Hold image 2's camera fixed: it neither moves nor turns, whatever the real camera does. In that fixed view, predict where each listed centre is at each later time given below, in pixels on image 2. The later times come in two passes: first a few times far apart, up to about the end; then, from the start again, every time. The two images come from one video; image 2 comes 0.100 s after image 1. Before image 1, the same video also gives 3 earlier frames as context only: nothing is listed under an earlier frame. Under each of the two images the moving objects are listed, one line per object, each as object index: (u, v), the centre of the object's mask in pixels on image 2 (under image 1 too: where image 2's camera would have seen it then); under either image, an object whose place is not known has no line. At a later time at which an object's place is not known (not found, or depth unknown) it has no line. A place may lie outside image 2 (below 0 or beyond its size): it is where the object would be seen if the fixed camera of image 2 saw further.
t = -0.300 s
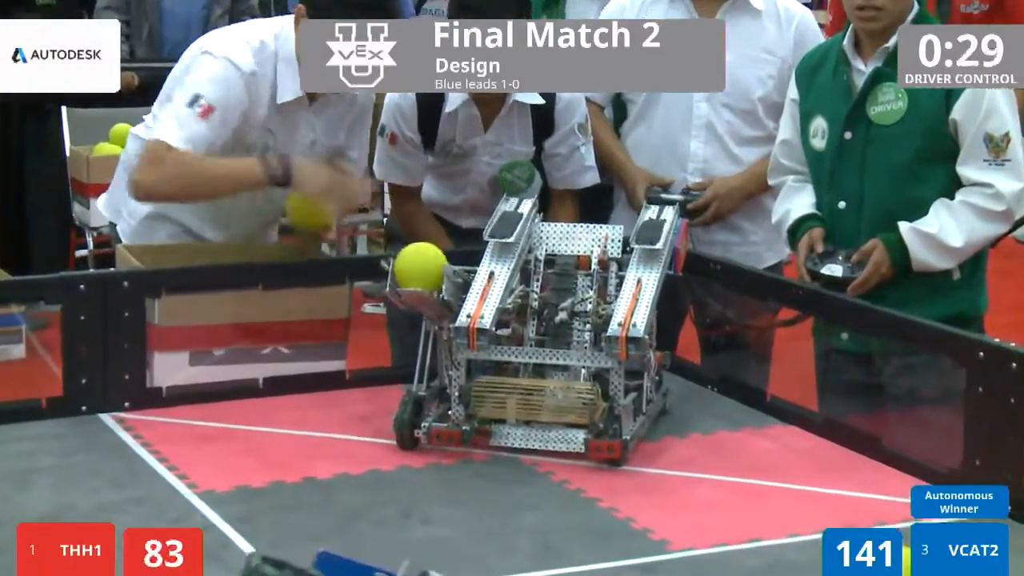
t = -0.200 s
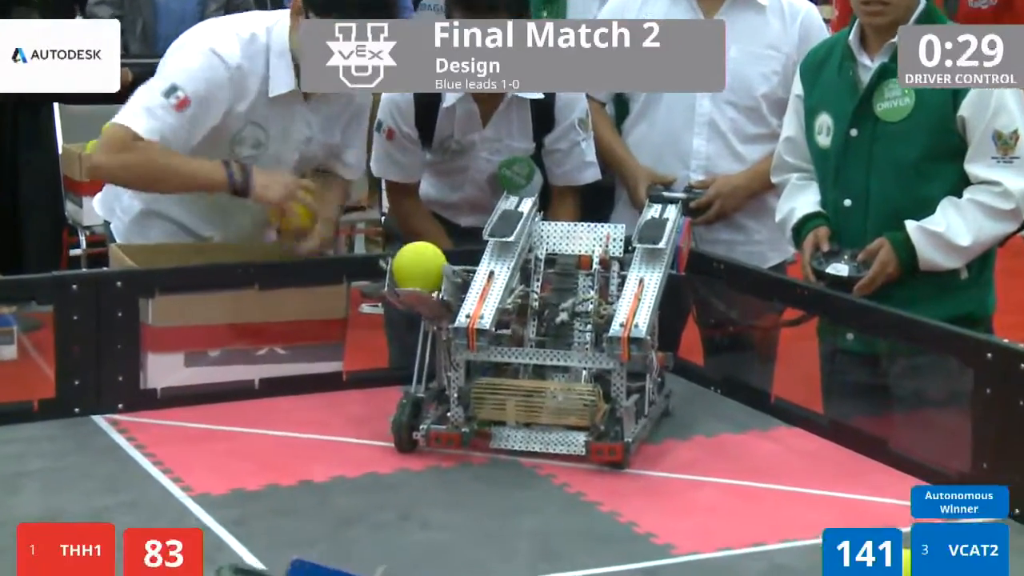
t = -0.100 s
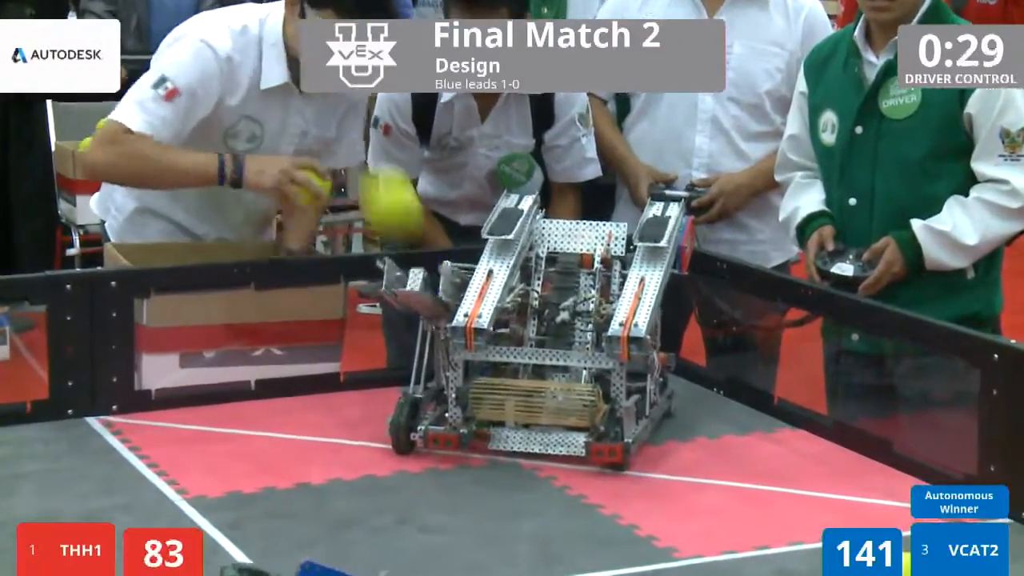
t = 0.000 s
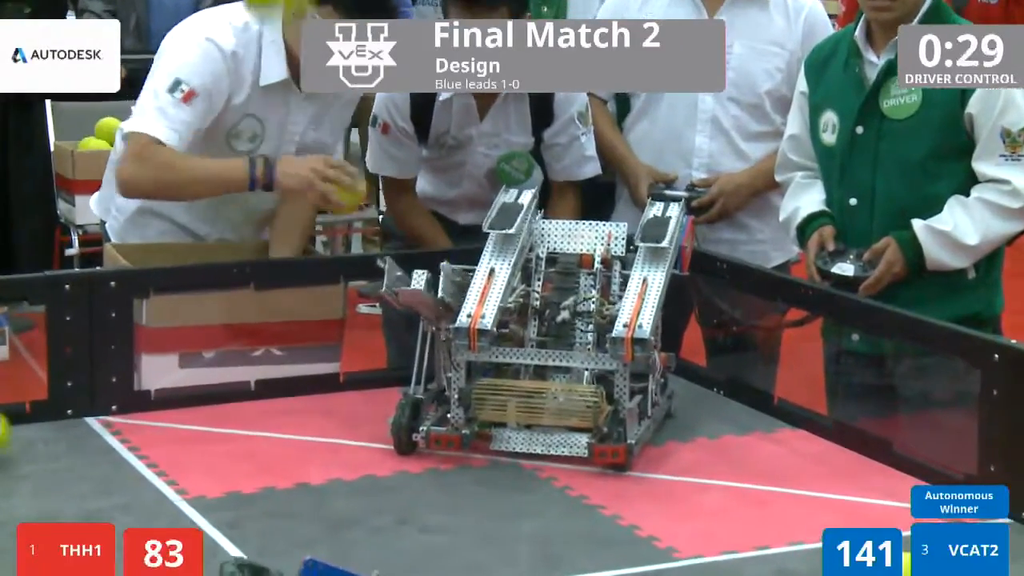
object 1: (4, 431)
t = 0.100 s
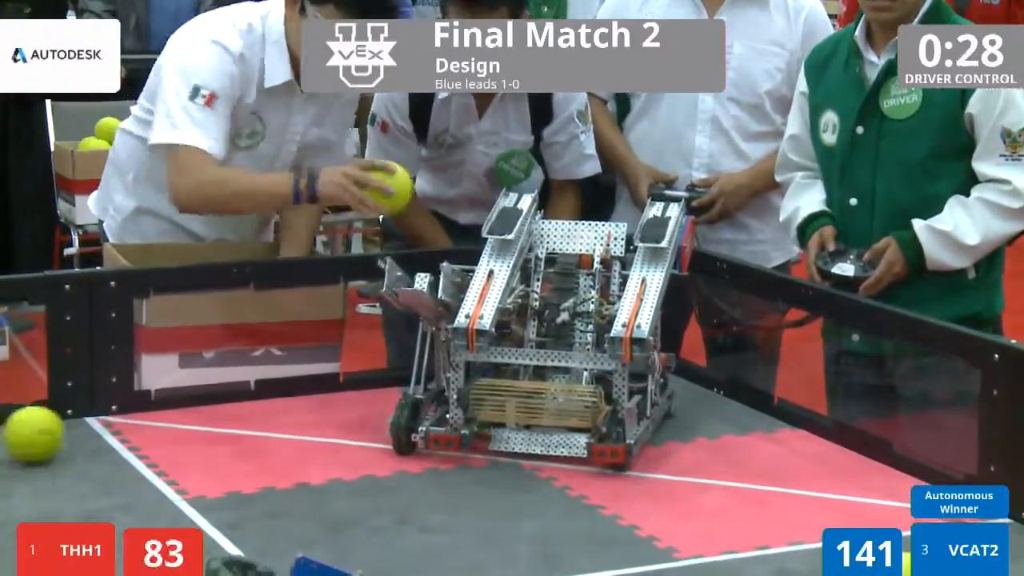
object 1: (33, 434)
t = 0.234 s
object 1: (102, 431)
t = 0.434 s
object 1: (204, 427)
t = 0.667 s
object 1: (314, 422)
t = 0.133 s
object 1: (51, 434)
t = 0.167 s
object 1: (69, 433)
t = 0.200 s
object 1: (86, 431)
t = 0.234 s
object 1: (102, 431)
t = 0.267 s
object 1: (120, 430)
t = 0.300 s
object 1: (137, 429)
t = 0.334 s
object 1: (153, 429)
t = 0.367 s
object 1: (171, 428)
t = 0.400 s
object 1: (187, 427)
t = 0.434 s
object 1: (204, 427)
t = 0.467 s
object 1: (220, 426)
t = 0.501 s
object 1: (236, 425)
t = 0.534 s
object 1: (252, 424)
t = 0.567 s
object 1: (268, 424)
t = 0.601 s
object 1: (283, 423)
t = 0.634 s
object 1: (299, 423)
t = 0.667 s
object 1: (314, 422)
